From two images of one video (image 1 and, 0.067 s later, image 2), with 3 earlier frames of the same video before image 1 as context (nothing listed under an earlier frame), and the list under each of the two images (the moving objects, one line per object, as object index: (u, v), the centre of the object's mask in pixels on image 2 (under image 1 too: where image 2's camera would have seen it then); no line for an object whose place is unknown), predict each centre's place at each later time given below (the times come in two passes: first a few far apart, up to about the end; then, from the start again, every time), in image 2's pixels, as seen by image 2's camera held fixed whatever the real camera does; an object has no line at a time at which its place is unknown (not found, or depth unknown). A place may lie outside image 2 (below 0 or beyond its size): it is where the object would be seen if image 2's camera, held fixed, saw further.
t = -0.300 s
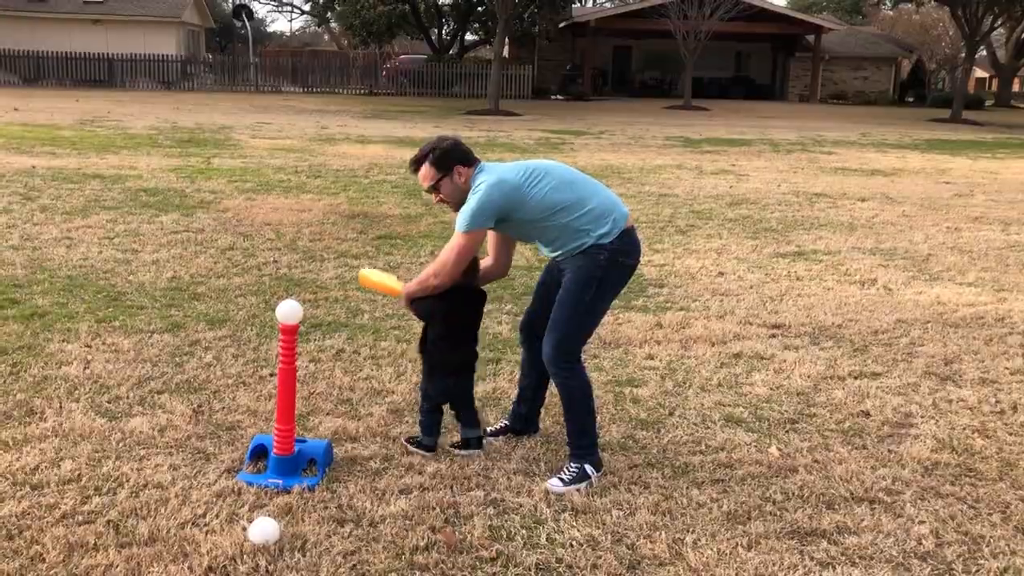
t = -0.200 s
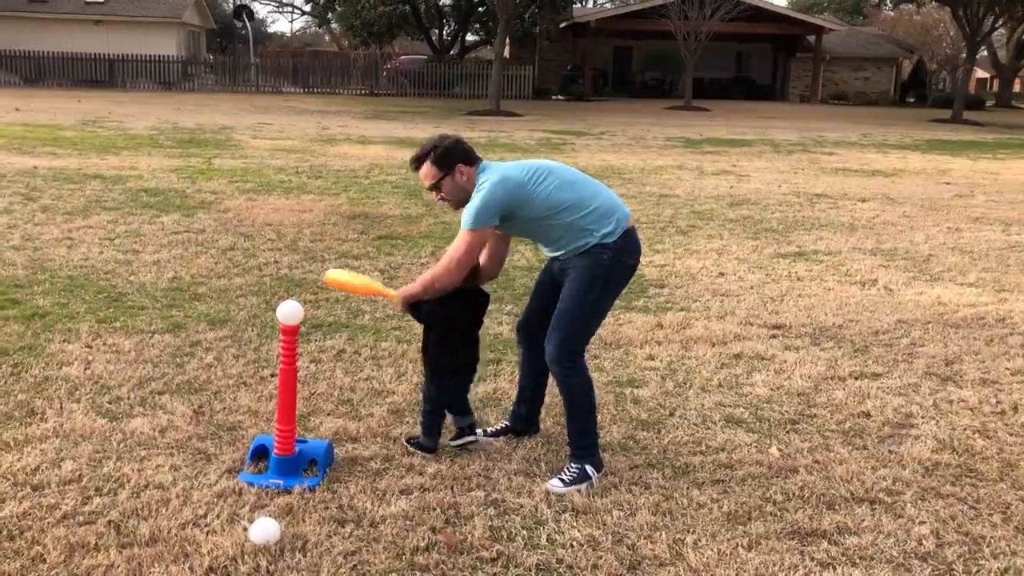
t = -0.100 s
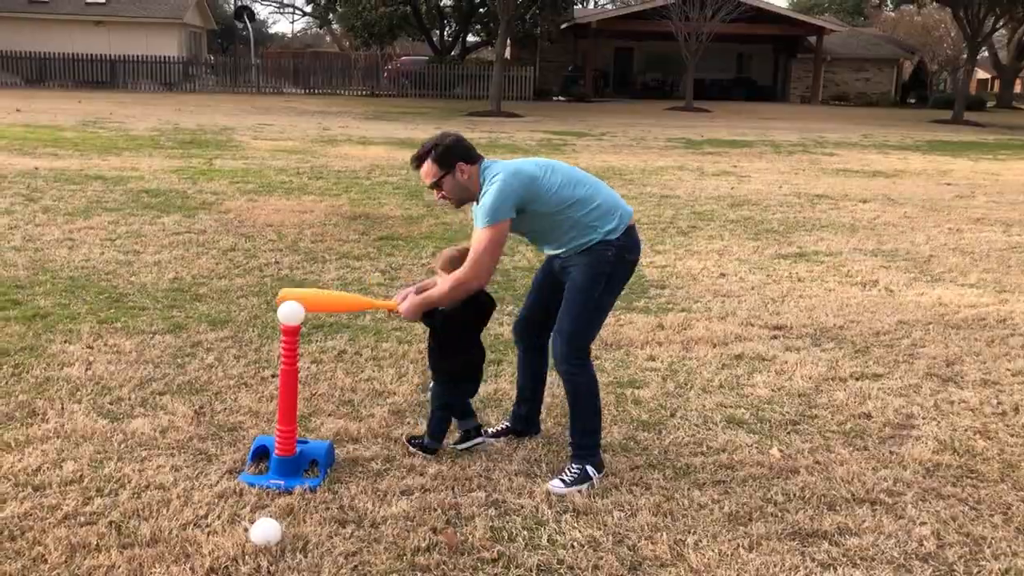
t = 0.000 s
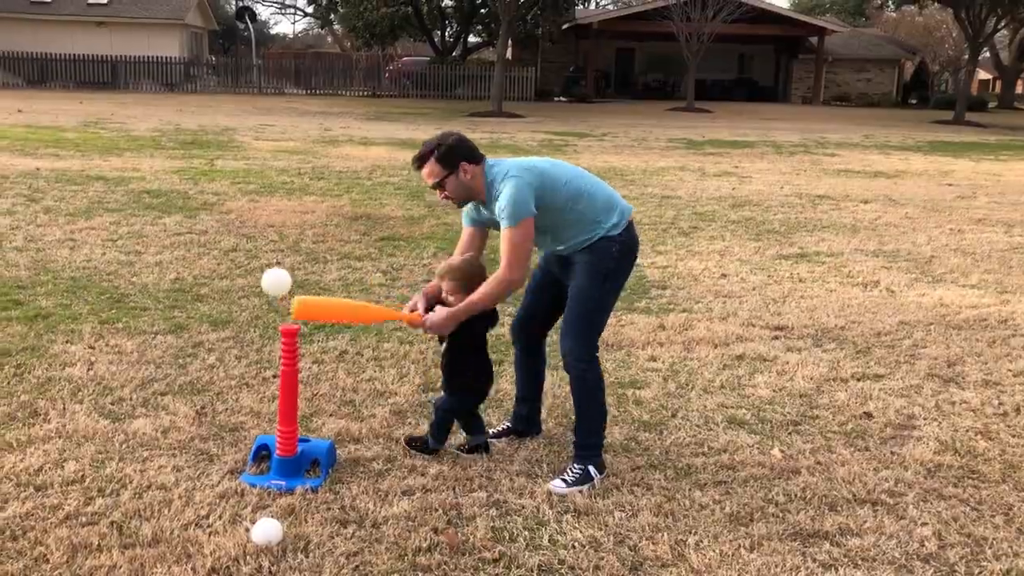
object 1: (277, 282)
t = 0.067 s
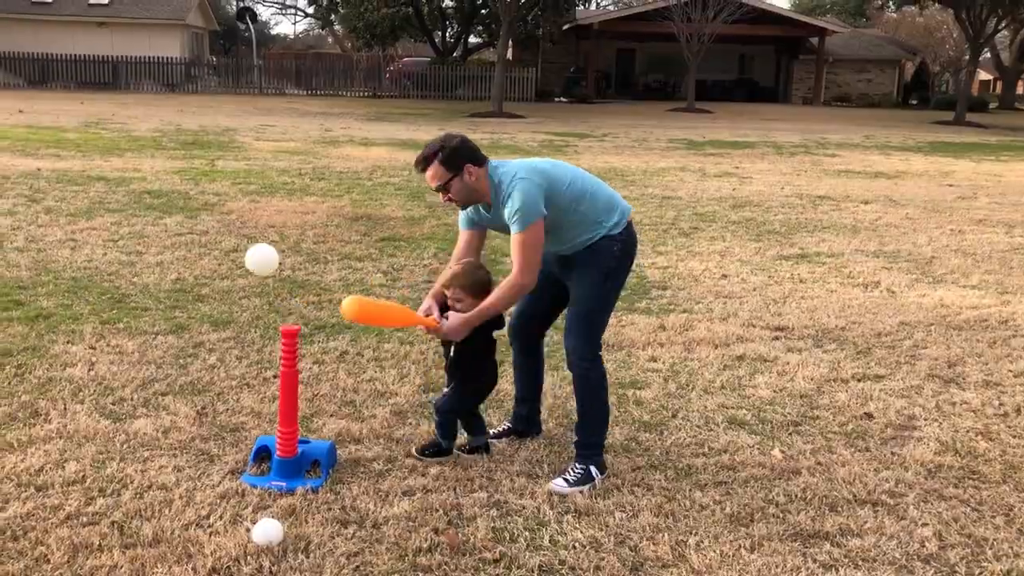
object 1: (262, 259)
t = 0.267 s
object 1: (201, 285)
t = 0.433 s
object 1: (138, 511)
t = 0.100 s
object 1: (253, 252)
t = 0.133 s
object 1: (245, 250)
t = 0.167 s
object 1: (235, 251)
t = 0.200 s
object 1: (225, 256)
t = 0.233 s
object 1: (213, 268)
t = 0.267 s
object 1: (201, 285)
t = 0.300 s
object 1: (189, 309)
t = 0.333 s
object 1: (176, 343)
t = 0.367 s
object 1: (164, 386)
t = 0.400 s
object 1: (153, 442)
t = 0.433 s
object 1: (138, 511)
